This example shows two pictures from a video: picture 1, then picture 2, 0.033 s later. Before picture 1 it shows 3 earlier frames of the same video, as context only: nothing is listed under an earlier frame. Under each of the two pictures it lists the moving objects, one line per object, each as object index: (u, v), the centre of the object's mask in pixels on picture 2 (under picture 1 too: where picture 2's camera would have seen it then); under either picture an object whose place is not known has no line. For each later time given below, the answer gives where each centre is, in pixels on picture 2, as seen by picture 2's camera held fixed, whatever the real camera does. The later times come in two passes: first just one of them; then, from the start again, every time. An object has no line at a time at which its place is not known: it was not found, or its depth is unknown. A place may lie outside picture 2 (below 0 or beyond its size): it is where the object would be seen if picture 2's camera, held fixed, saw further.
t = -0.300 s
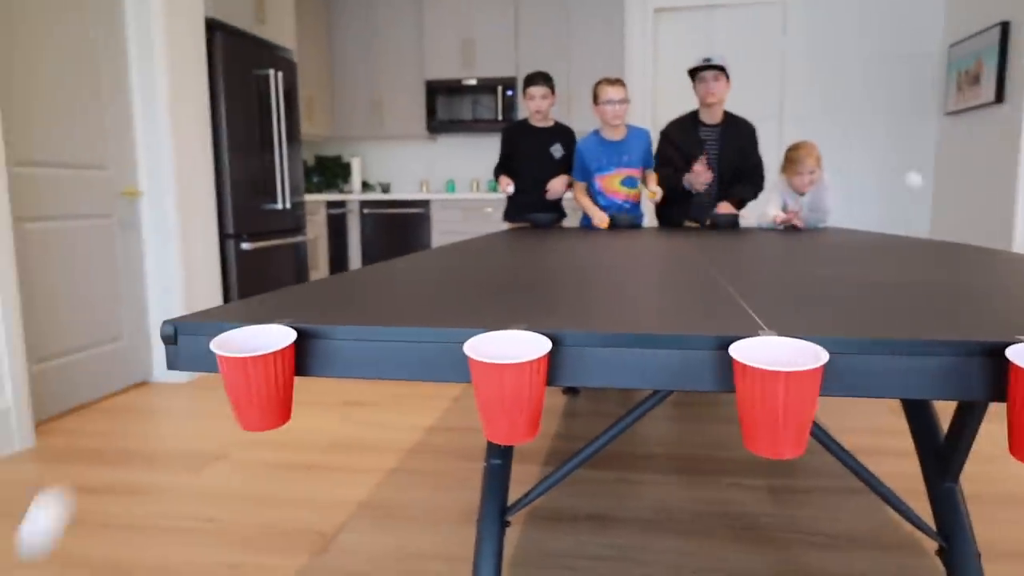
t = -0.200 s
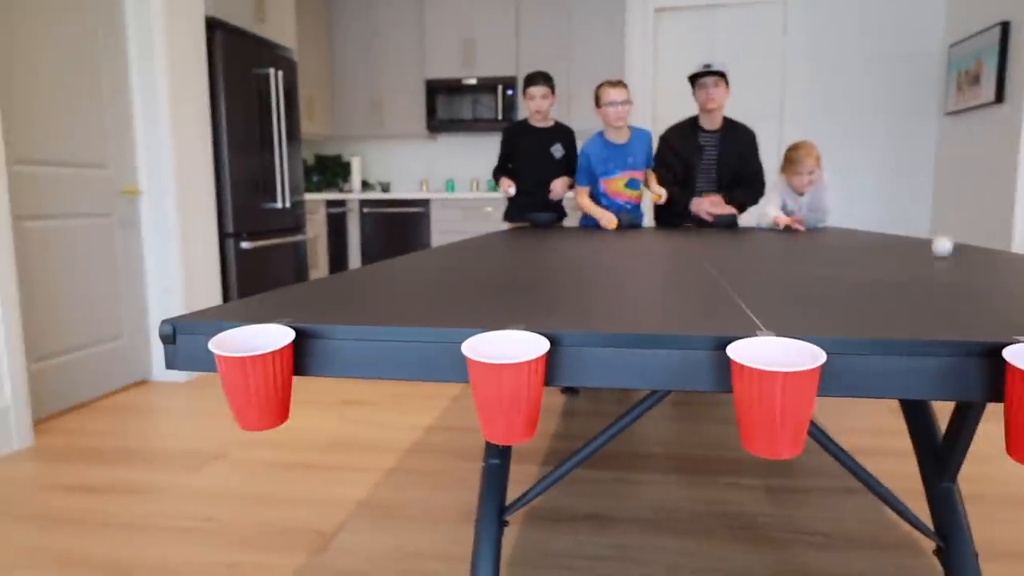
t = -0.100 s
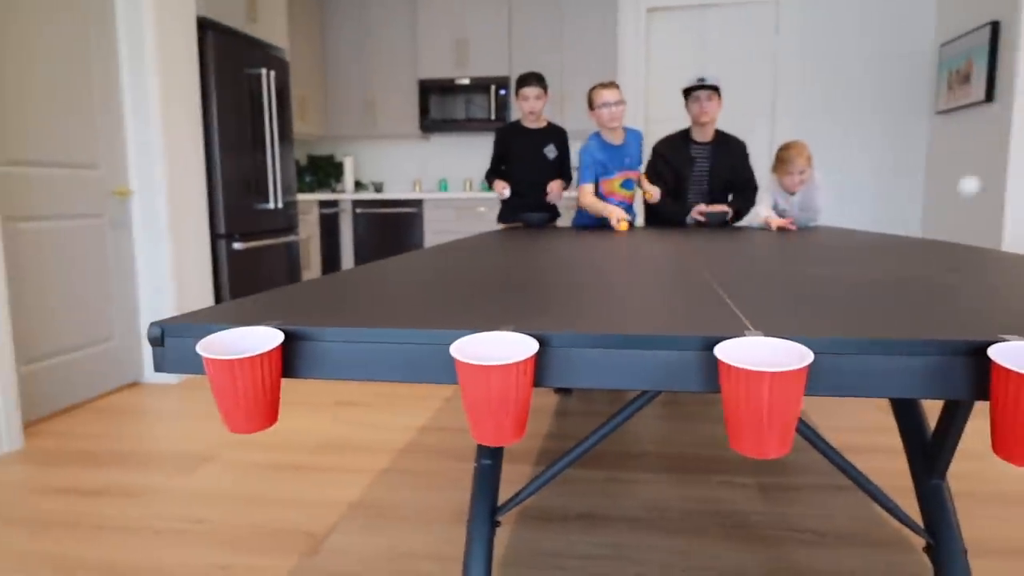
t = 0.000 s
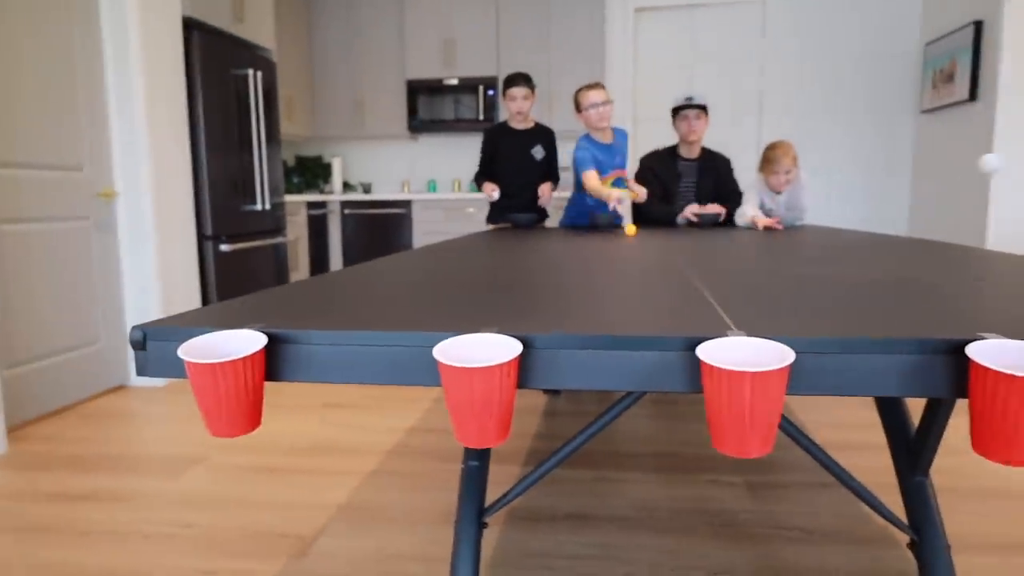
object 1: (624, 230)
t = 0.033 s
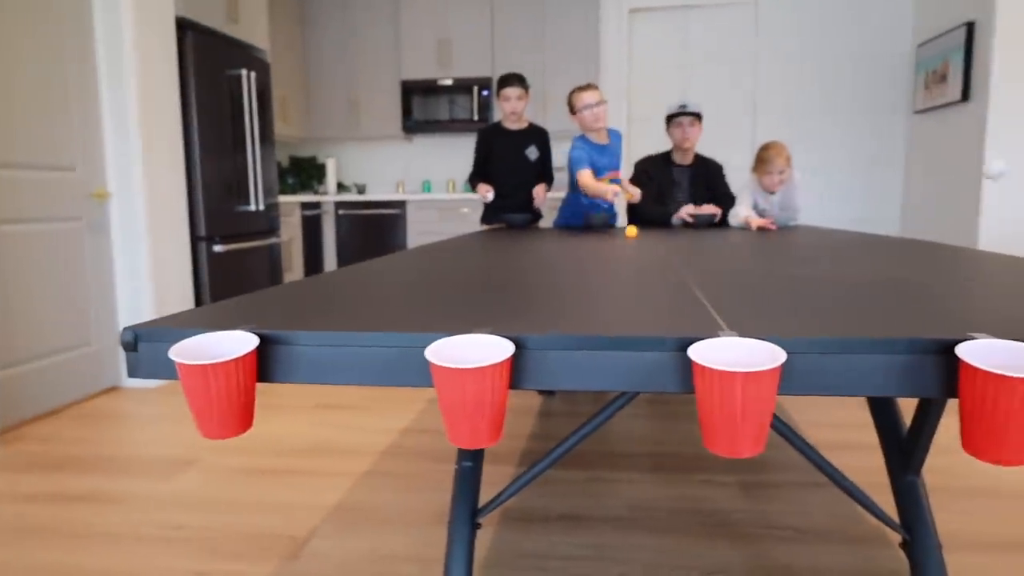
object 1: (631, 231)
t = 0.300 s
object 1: (694, 242)
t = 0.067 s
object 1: (638, 232)
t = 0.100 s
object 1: (646, 233)
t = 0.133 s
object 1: (653, 234)
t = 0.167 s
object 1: (661, 236)
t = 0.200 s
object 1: (669, 237)
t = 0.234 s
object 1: (677, 239)
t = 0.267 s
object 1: (685, 240)
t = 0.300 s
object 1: (694, 242)
